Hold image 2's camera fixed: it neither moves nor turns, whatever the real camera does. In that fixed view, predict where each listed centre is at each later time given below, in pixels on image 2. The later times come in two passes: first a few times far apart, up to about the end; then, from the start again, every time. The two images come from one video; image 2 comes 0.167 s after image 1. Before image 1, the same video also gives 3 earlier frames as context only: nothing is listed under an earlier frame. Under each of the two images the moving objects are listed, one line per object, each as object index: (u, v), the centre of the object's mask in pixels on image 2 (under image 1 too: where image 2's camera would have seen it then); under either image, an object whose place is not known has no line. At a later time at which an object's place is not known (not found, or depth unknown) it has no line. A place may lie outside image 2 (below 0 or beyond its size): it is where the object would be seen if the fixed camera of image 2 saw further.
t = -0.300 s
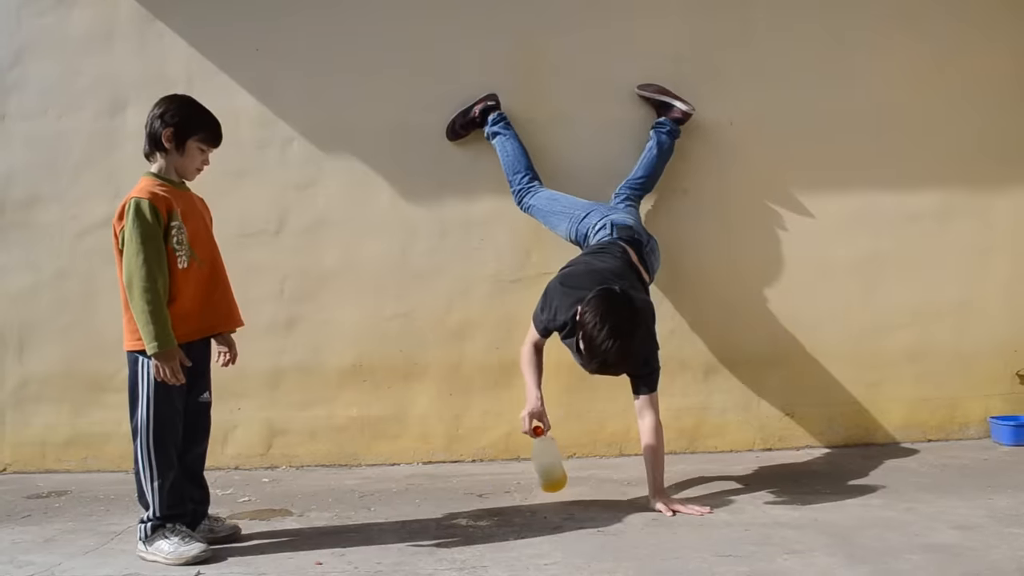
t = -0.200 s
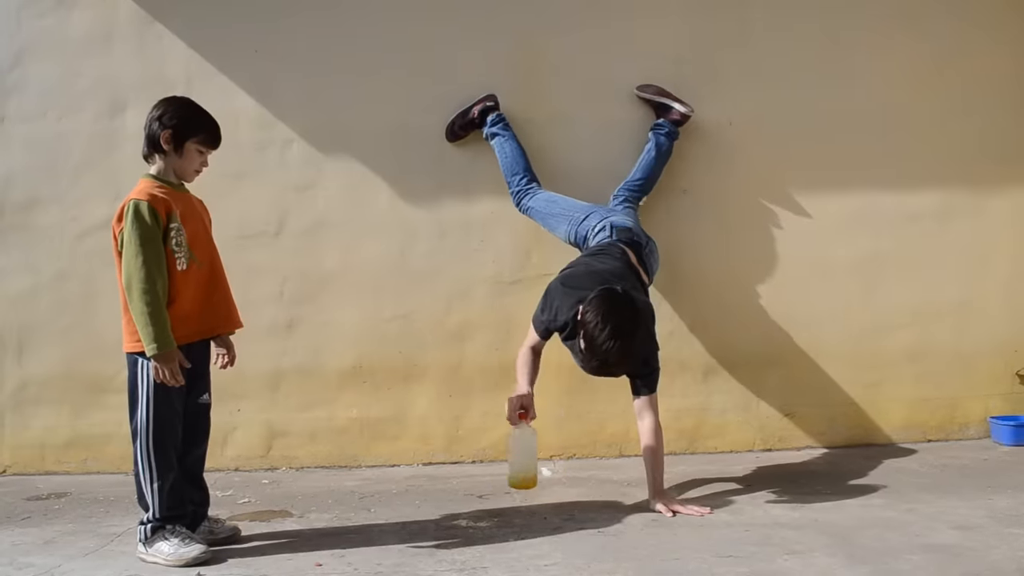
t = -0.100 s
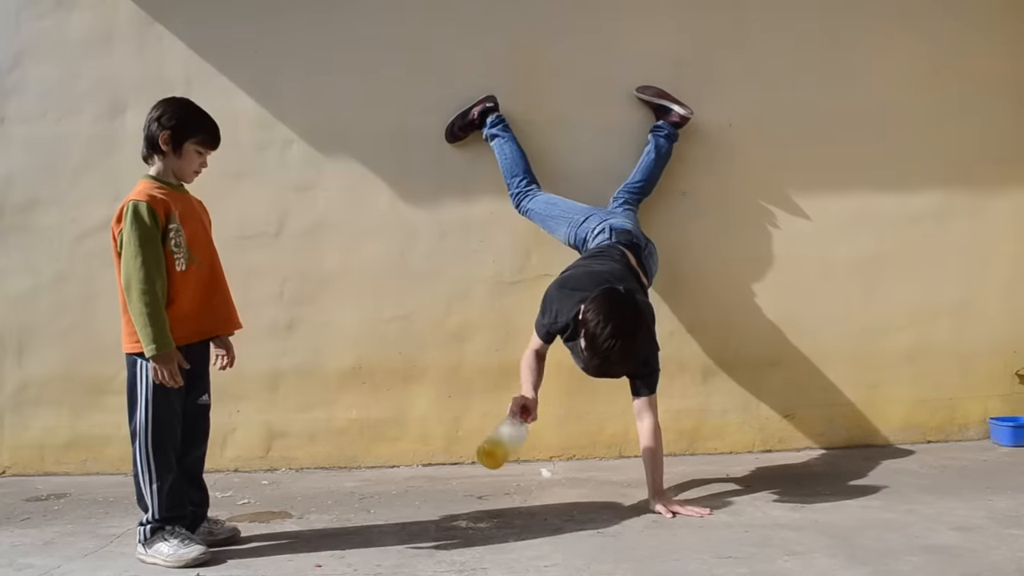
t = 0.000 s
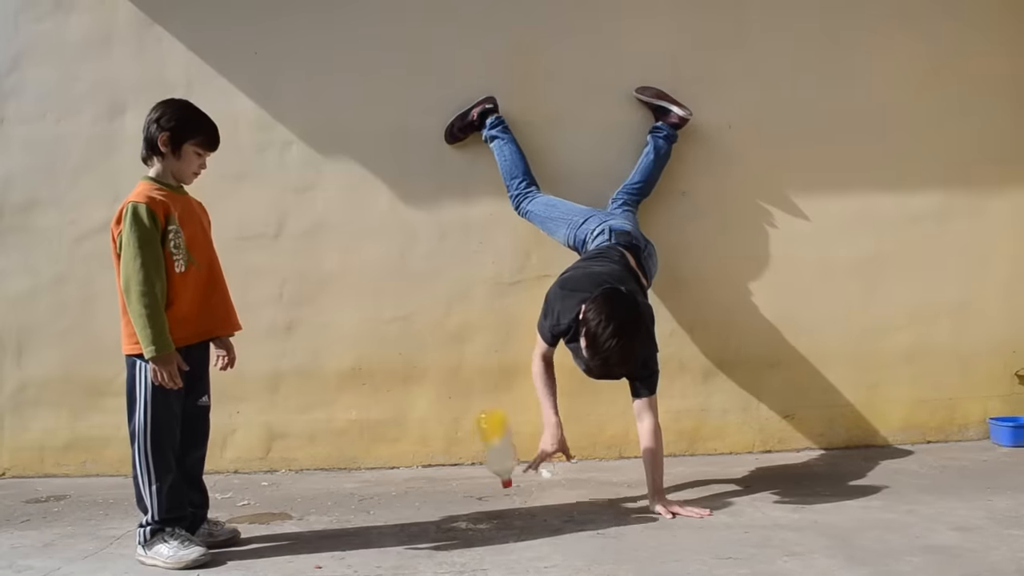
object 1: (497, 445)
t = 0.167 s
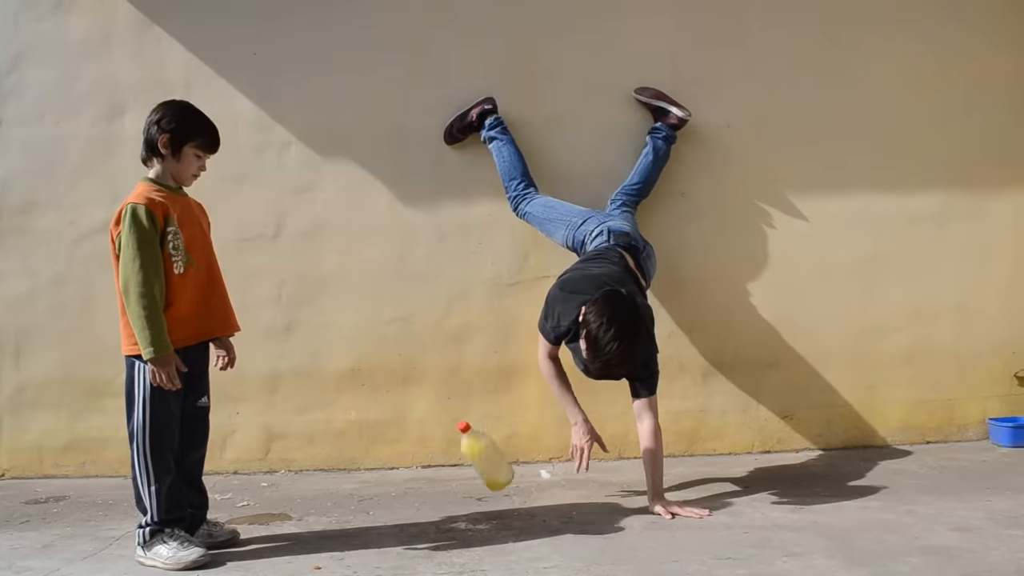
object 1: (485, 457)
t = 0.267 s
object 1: (492, 506)
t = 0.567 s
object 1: (499, 508)
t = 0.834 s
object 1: (478, 512)
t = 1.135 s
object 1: (480, 512)
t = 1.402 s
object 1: (481, 512)
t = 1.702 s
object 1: (480, 513)
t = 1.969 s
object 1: (480, 512)
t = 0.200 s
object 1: (488, 474)
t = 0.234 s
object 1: (489, 496)
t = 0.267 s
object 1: (492, 506)
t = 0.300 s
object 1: (494, 507)
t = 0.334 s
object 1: (496, 508)
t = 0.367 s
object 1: (498, 507)
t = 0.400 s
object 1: (500, 507)
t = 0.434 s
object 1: (500, 507)
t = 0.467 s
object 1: (501, 507)
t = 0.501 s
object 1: (501, 508)
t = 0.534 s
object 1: (500, 508)
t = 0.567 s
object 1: (499, 508)
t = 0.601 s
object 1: (498, 509)
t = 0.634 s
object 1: (496, 509)
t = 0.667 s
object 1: (492, 510)
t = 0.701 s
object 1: (488, 510)
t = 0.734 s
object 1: (483, 512)
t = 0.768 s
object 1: (480, 513)
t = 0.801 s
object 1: (478, 512)
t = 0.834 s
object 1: (478, 512)
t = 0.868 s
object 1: (478, 512)
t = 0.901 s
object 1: (479, 512)
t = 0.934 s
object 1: (481, 511)
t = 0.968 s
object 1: (482, 511)
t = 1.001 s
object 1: (482, 511)
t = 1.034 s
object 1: (482, 511)
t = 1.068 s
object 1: (480, 512)
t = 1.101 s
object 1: (480, 512)
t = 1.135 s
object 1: (480, 512)
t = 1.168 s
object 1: (480, 512)
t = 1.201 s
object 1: (480, 512)
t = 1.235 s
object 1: (480, 512)
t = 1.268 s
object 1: (480, 512)
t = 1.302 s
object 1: (480, 512)
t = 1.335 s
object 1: (480, 512)
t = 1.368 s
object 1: (481, 512)
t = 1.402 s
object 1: (481, 512)
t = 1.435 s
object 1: (481, 513)
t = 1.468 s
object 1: (481, 513)
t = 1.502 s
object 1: (481, 513)
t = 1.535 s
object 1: (480, 513)
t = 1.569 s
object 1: (481, 513)
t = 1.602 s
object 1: (480, 513)
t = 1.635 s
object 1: (480, 513)
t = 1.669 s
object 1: (480, 513)
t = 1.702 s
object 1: (480, 513)
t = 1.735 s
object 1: (480, 513)
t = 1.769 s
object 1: (480, 513)
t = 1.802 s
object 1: (480, 513)
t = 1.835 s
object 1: (480, 513)
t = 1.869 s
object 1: (480, 512)
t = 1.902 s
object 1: (480, 512)
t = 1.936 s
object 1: (480, 513)
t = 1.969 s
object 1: (480, 512)
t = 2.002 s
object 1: (480, 512)
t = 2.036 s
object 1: (480, 512)
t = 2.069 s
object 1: (480, 512)
